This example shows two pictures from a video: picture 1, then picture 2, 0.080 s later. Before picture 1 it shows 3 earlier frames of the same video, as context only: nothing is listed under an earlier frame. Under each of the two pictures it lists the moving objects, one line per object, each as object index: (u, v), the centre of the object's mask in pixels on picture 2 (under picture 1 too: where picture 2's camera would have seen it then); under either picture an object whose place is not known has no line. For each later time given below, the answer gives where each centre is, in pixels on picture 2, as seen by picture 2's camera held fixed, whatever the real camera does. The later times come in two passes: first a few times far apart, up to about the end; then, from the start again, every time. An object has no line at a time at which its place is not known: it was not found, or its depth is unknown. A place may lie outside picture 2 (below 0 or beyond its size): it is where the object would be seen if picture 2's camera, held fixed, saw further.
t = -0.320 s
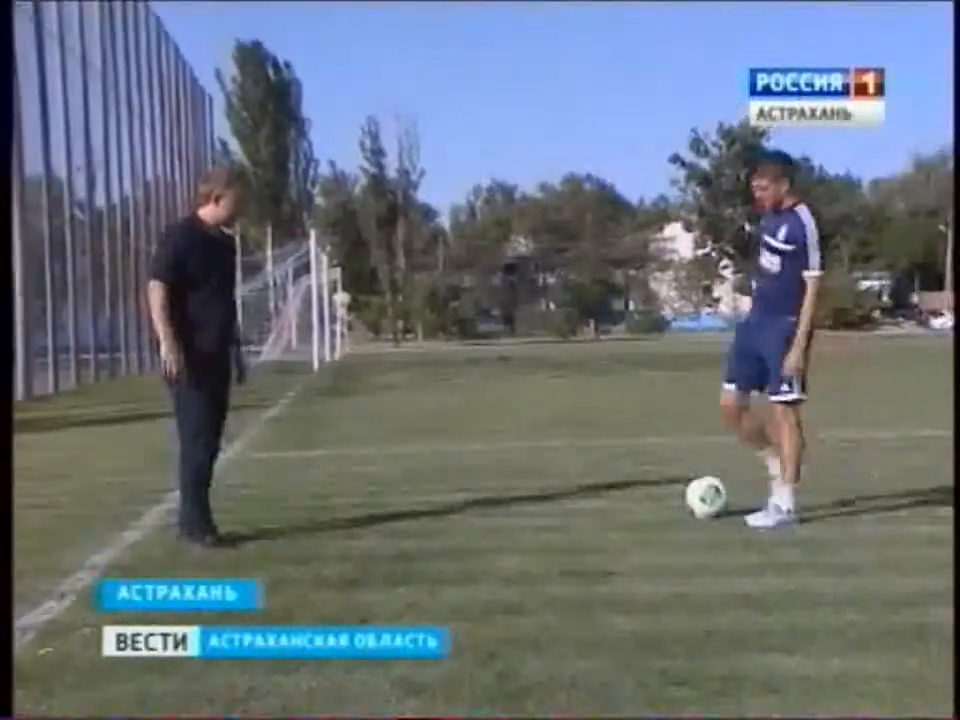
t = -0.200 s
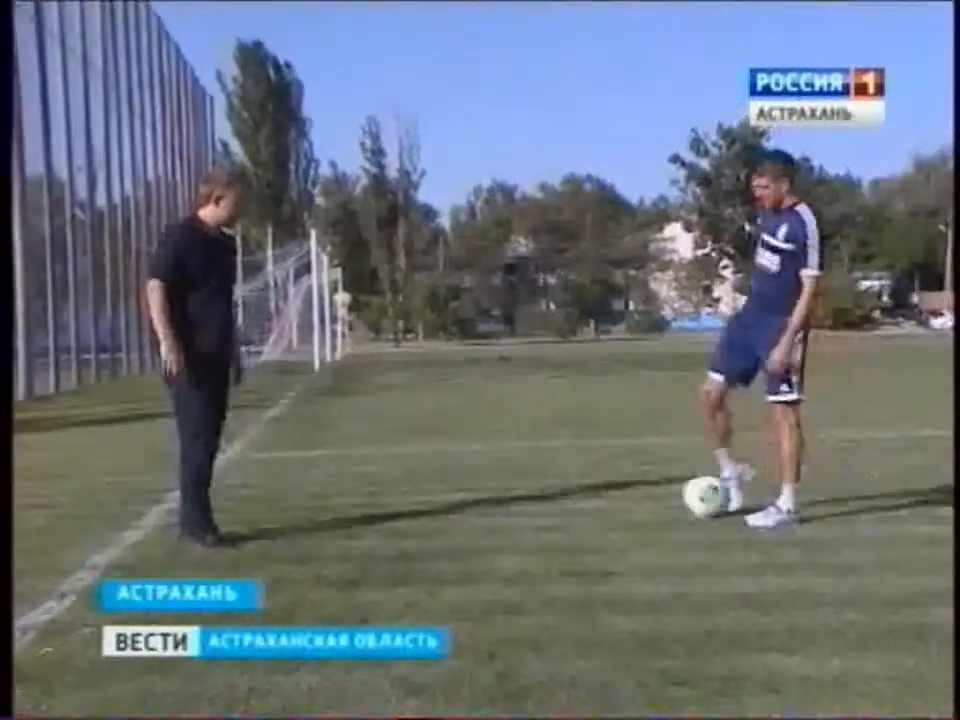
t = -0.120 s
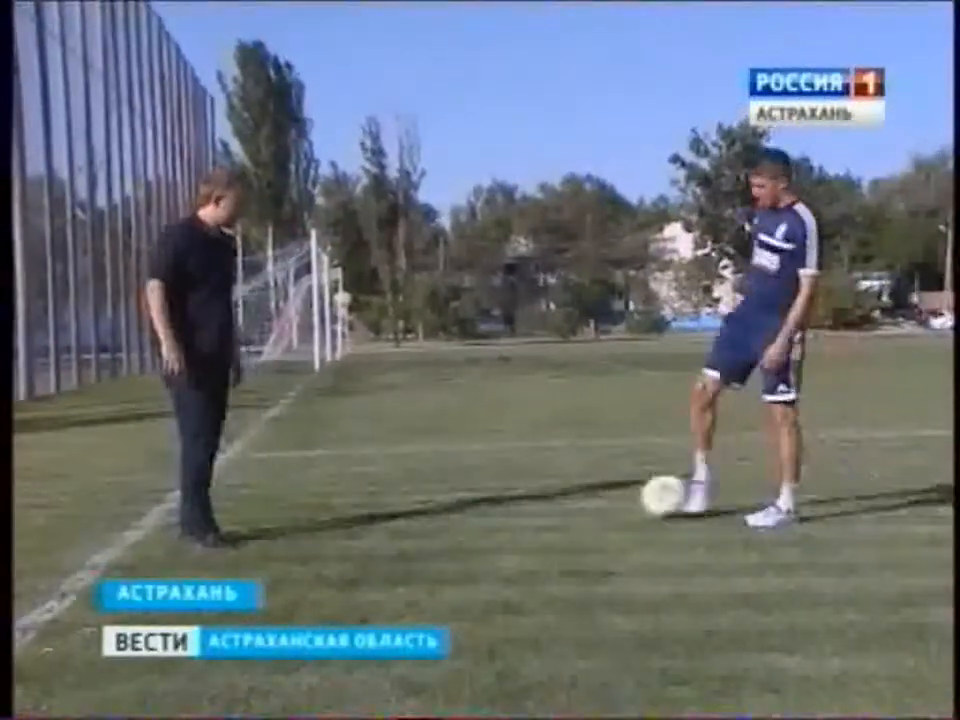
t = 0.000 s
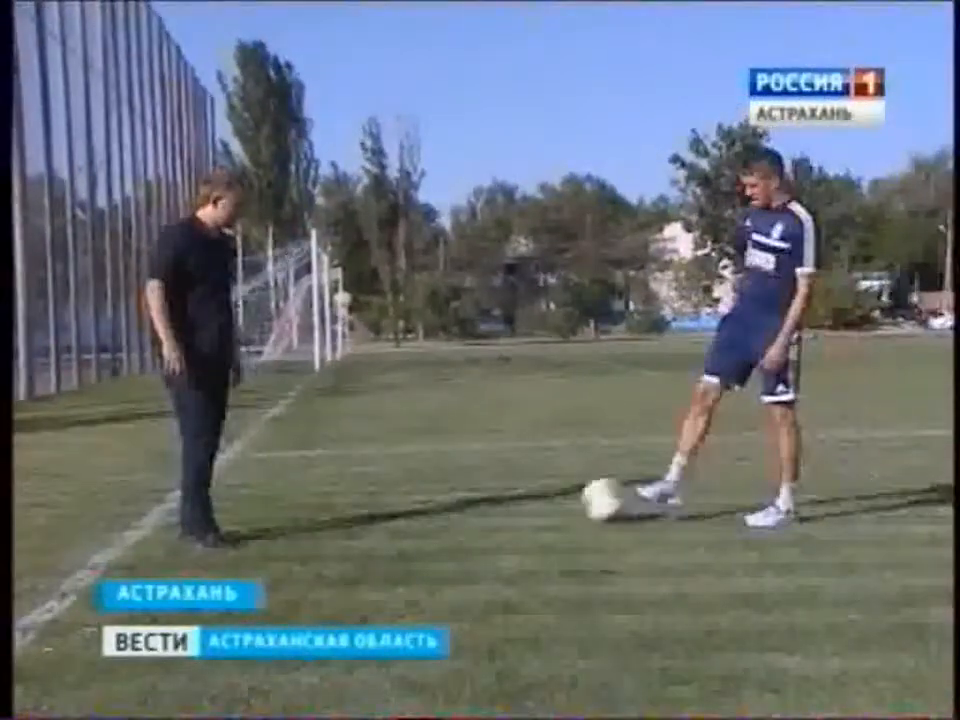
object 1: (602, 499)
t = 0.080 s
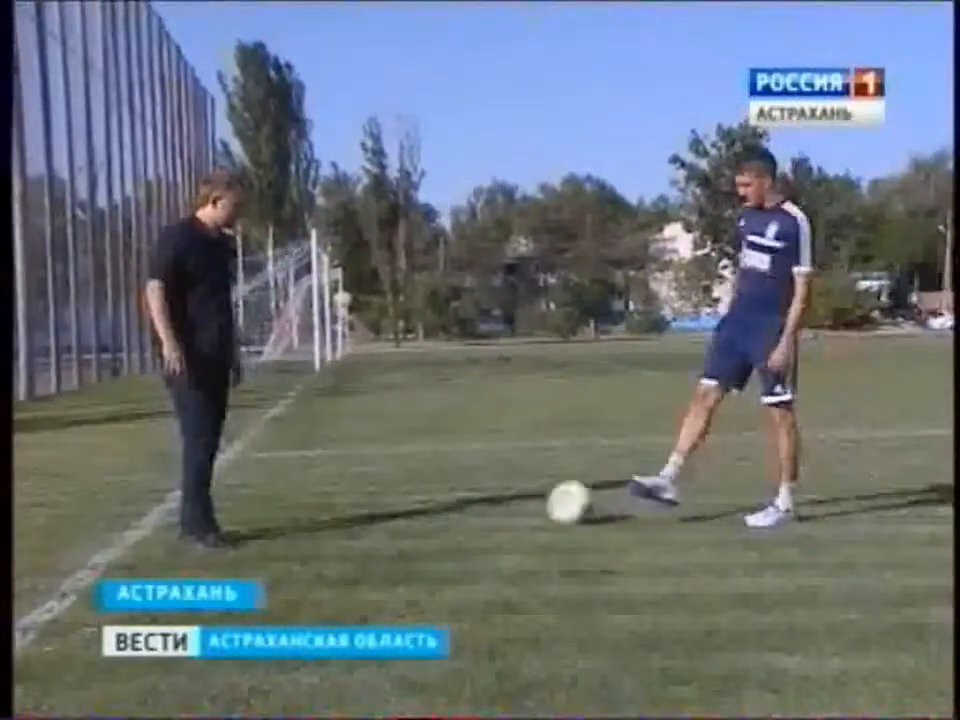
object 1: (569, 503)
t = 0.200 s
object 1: (527, 504)
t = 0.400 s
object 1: (463, 509)
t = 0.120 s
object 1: (554, 506)
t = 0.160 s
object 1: (541, 503)
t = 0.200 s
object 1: (527, 504)
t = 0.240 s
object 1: (514, 506)
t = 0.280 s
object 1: (501, 509)
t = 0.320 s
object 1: (488, 509)
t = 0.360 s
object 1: (477, 508)
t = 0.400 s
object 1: (463, 509)
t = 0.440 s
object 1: (452, 511)
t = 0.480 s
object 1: (441, 511)
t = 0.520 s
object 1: (432, 511)
